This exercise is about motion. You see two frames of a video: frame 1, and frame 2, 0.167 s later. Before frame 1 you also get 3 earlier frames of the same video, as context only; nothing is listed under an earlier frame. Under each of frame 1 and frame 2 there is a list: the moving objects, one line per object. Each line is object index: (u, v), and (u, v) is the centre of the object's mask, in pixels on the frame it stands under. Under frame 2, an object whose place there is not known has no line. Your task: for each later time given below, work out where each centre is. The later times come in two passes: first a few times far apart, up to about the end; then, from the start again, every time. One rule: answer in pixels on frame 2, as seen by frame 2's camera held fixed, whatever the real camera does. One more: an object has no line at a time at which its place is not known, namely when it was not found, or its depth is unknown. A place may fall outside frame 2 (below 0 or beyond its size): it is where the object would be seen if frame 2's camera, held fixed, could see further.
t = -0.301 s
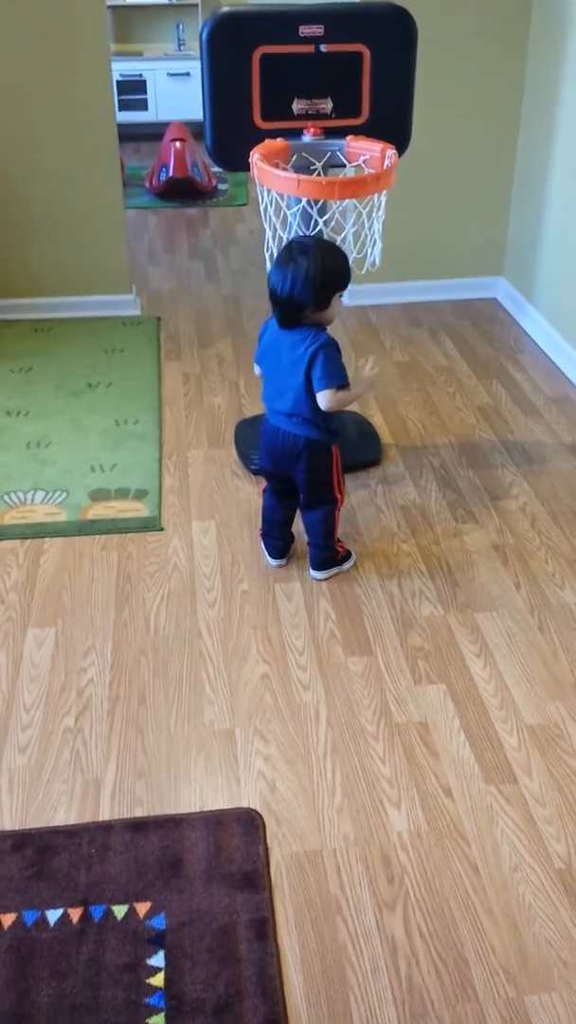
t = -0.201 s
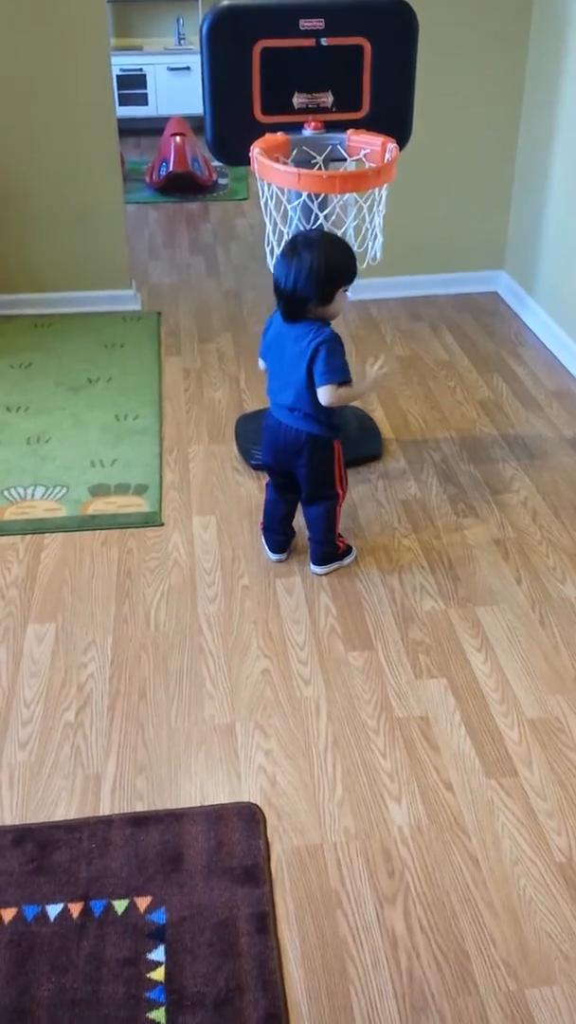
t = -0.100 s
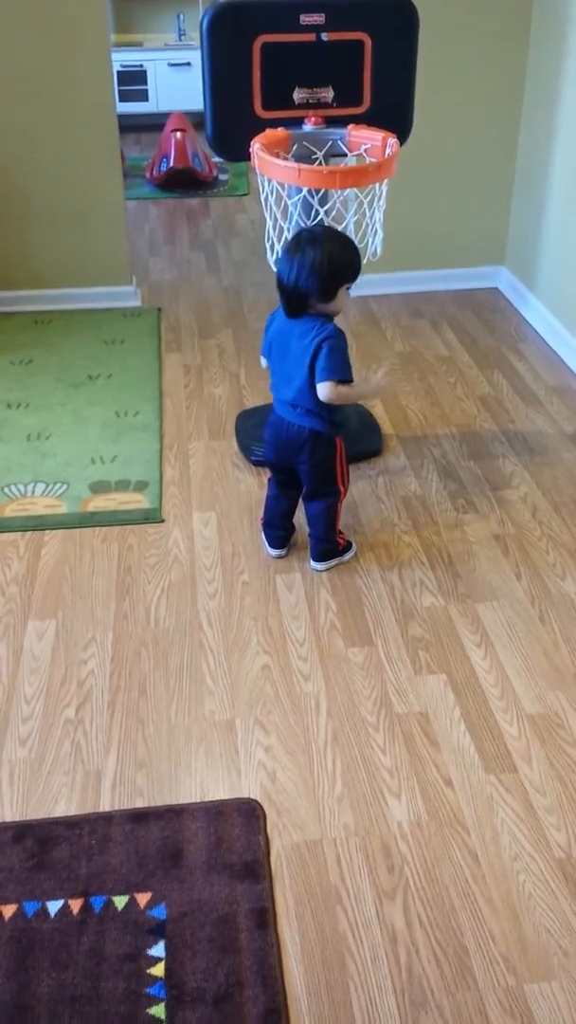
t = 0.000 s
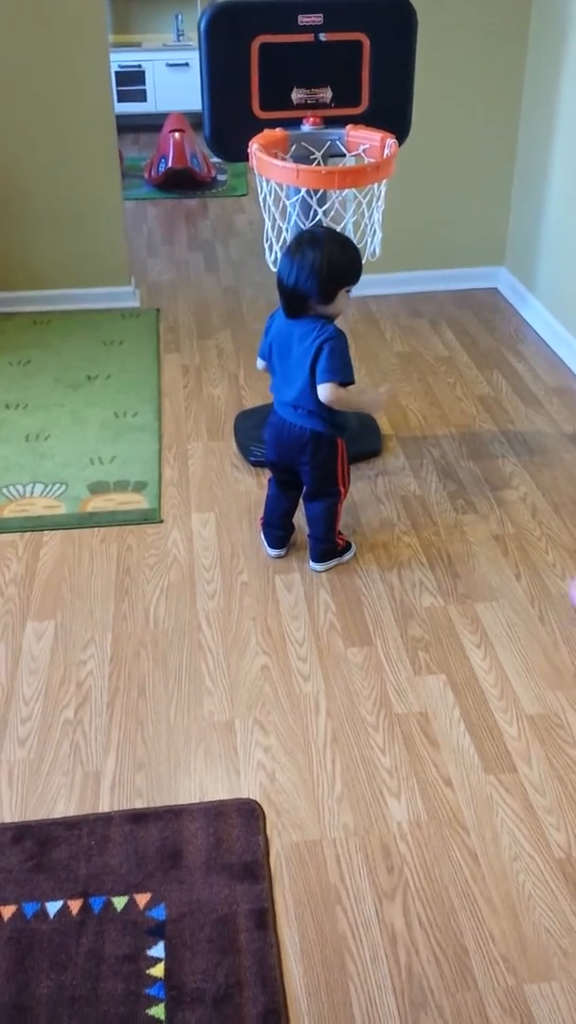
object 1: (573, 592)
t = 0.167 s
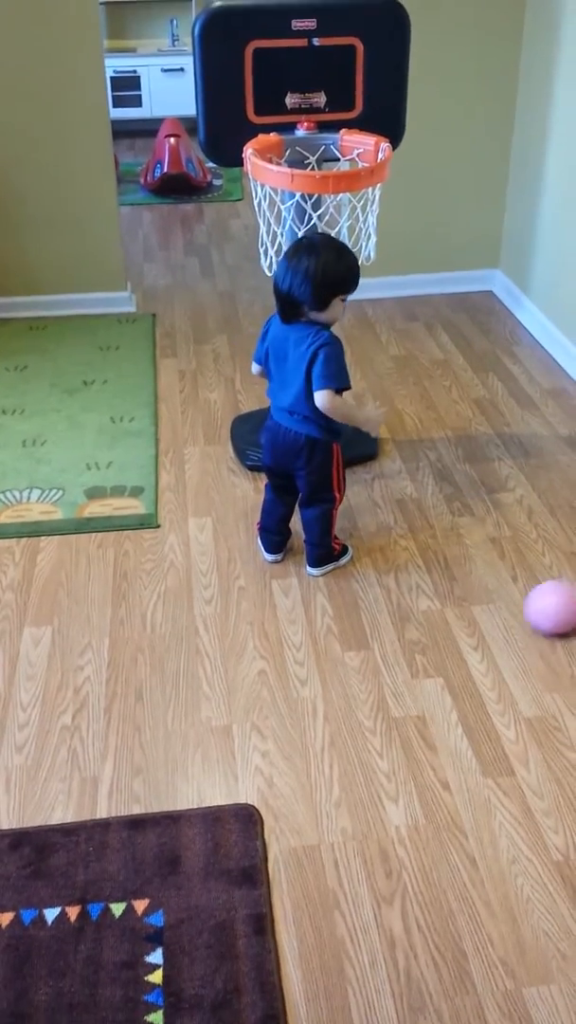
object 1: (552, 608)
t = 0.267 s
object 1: (527, 618)
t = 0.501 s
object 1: (457, 638)
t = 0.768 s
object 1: (378, 656)
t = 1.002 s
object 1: (306, 669)
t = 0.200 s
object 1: (545, 613)
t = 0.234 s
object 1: (535, 615)
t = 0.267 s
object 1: (527, 618)
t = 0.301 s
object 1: (517, 621)
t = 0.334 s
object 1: (507, 624)
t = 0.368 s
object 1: (497, 627)
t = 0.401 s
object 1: (488, 630)
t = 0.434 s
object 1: (476, 633)
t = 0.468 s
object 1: (467, 635)
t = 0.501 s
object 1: (457, 638)
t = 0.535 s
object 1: (448, 640)
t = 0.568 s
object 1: (437, 643)
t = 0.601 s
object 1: (428, 646)
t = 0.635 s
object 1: (418, 648)
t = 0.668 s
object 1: (409, 649)
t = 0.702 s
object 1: (399, 651)
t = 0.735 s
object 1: (388, 654)
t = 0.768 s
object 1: (378, 656)
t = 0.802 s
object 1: (367, 659)
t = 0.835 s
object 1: (357, 661)
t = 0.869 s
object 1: (347, 663)
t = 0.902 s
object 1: (337, 665)
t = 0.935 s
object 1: (326, 667)
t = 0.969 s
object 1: (315, 668)
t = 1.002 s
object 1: (306, 669)
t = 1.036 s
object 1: (295, 672)
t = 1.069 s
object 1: (285, 673)
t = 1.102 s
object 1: (275, 674)
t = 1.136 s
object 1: (265, 676)
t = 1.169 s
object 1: (255, 677)
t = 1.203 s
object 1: (245, 678)
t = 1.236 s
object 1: (235, 679)
